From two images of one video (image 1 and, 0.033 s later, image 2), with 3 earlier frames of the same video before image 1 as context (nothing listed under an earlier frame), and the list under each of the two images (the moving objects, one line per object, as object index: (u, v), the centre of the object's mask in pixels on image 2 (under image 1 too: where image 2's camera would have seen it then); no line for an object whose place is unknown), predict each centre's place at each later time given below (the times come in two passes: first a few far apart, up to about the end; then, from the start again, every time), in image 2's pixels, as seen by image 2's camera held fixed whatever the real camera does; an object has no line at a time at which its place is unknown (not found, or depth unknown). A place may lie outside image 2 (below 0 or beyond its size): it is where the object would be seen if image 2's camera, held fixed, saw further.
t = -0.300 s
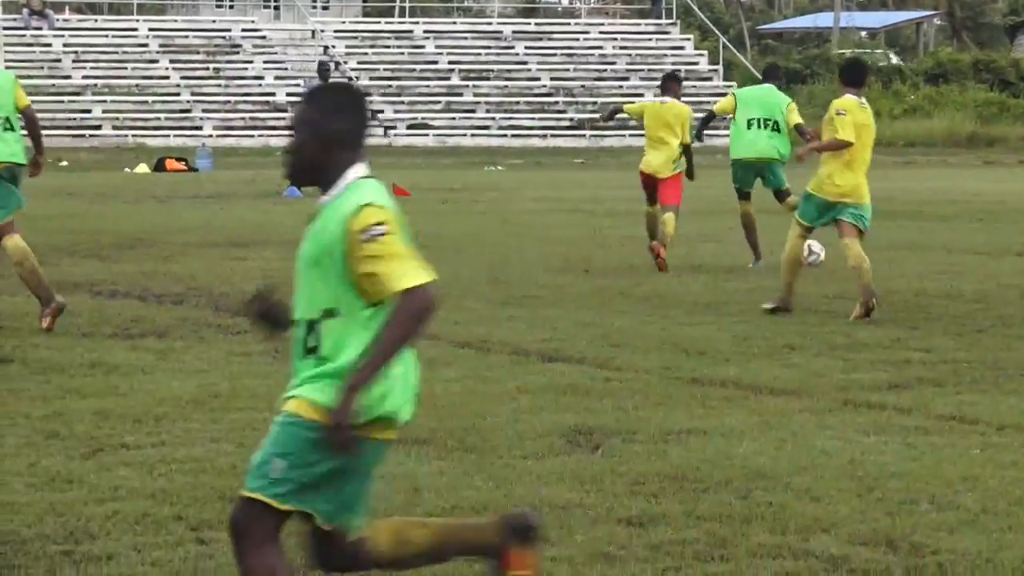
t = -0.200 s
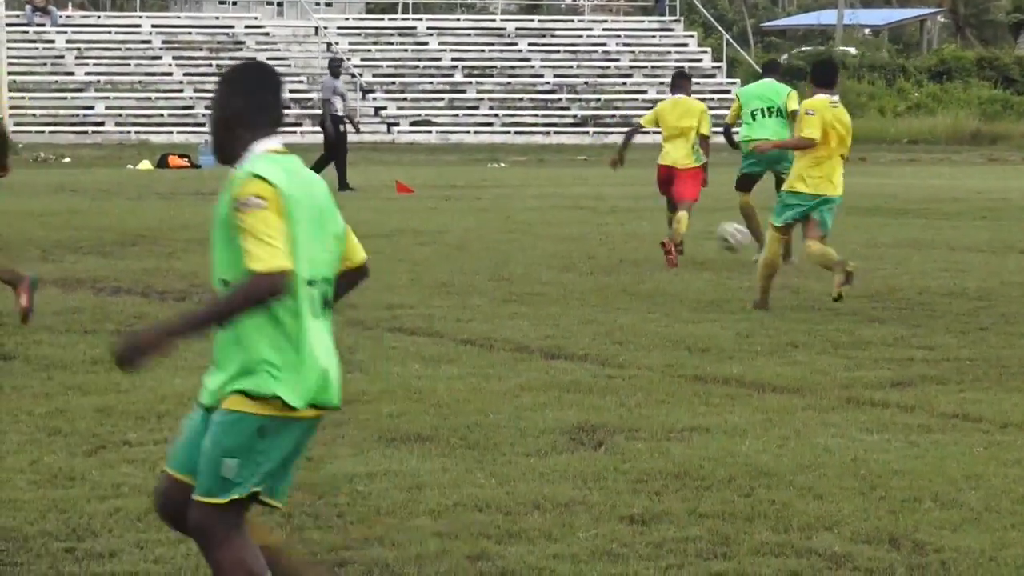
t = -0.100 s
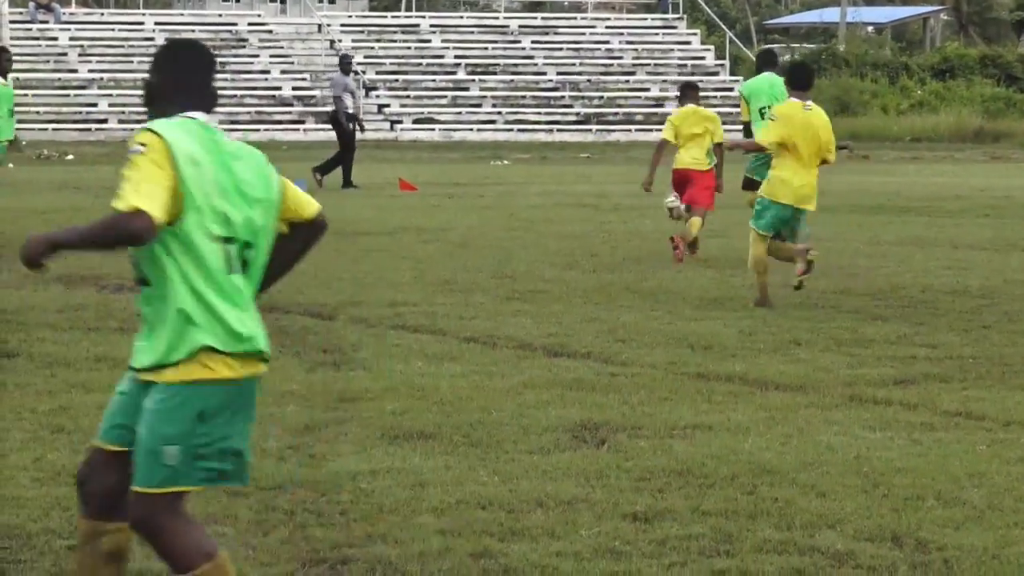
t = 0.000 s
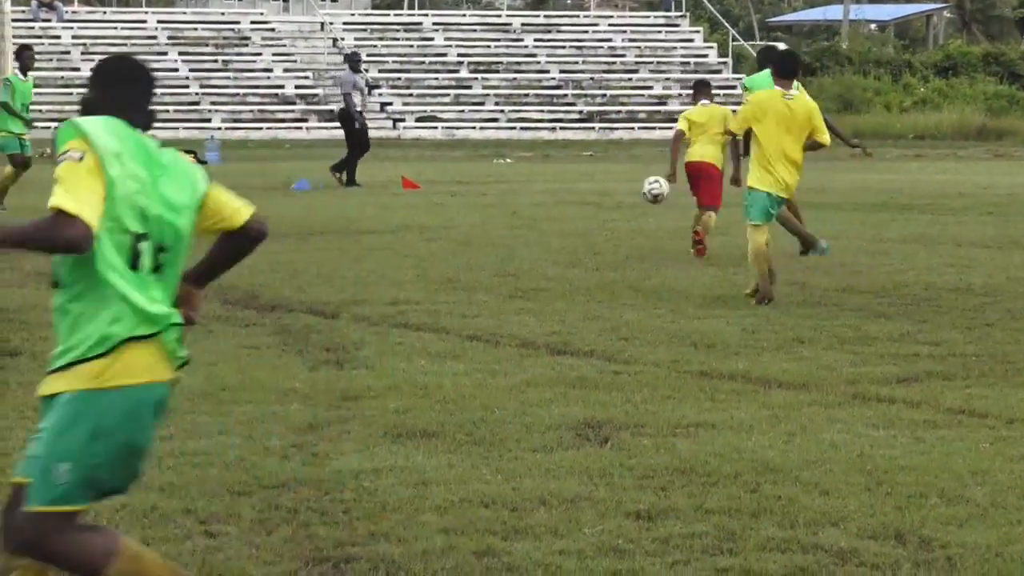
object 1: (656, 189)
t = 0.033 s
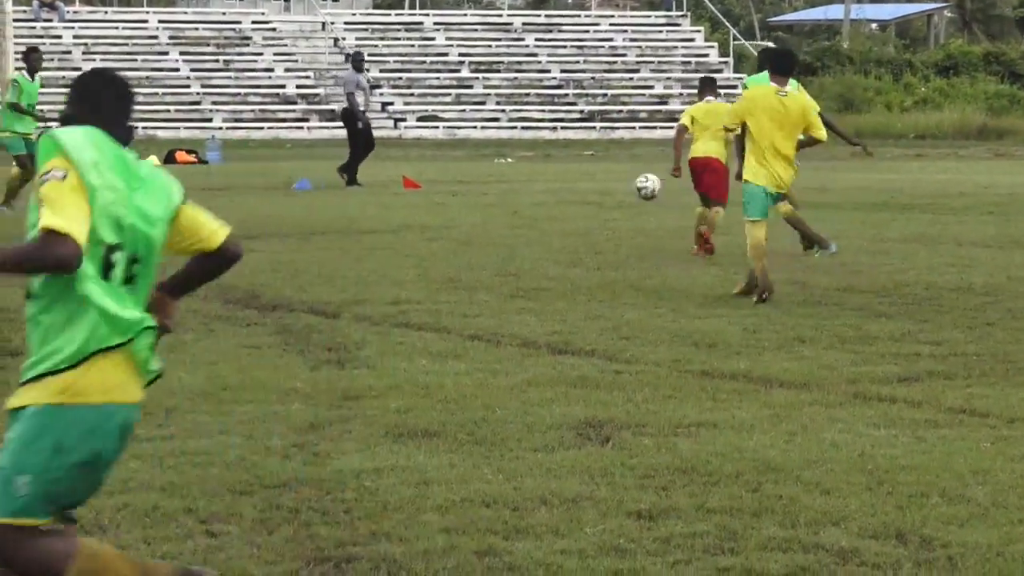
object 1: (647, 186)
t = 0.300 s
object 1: (584, 218)
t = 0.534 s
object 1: (534, 200)
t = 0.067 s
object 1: (638, 187)
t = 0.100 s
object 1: (630, 188)
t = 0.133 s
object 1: (623, 190)
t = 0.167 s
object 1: (615, 193)
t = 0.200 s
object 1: (607, 198)
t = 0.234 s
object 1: (599, 205)
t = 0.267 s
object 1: (592, 212)
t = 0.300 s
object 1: (584, 218)
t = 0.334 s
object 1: (577, 218)
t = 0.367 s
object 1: (570, 213)
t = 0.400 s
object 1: (563, 208)
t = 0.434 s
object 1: (555, 204)
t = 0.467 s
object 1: (548, 202)
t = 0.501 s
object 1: (541, 201)
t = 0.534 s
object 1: (534, 200)
